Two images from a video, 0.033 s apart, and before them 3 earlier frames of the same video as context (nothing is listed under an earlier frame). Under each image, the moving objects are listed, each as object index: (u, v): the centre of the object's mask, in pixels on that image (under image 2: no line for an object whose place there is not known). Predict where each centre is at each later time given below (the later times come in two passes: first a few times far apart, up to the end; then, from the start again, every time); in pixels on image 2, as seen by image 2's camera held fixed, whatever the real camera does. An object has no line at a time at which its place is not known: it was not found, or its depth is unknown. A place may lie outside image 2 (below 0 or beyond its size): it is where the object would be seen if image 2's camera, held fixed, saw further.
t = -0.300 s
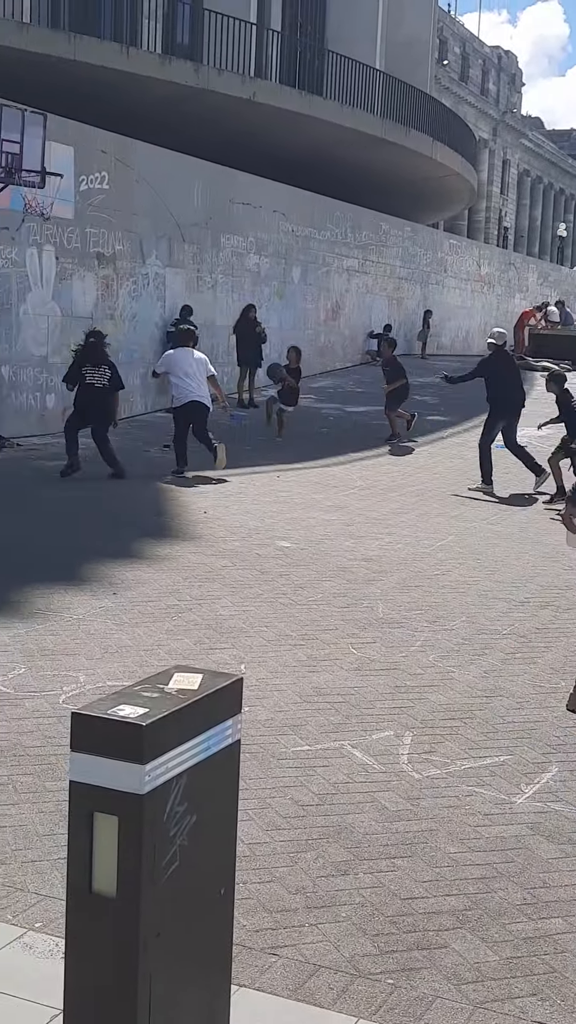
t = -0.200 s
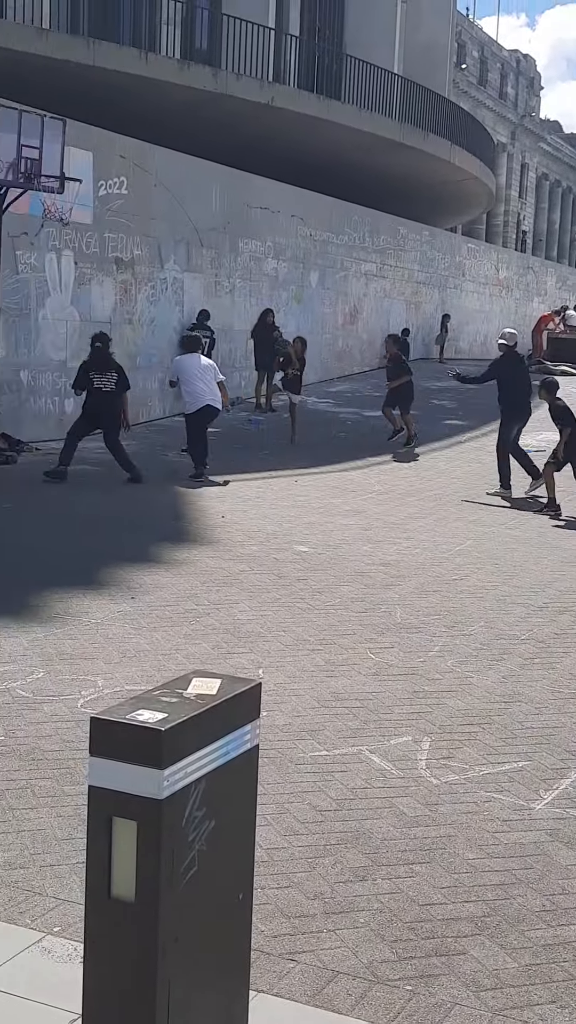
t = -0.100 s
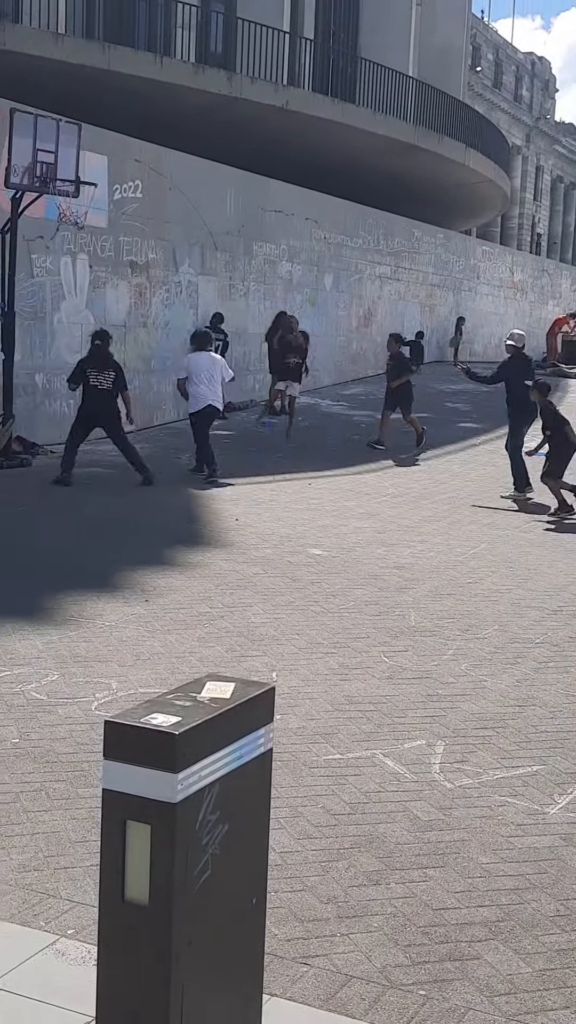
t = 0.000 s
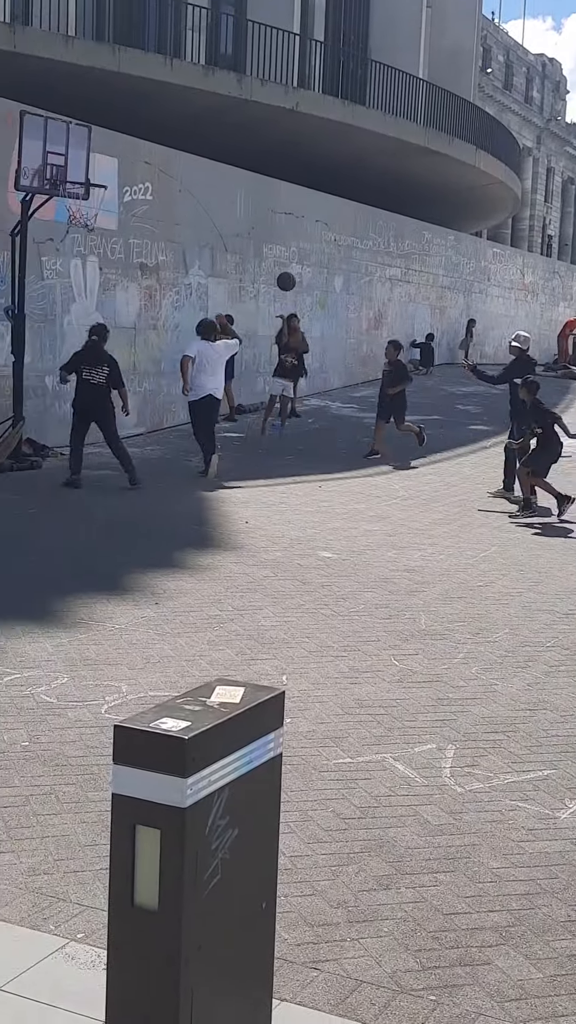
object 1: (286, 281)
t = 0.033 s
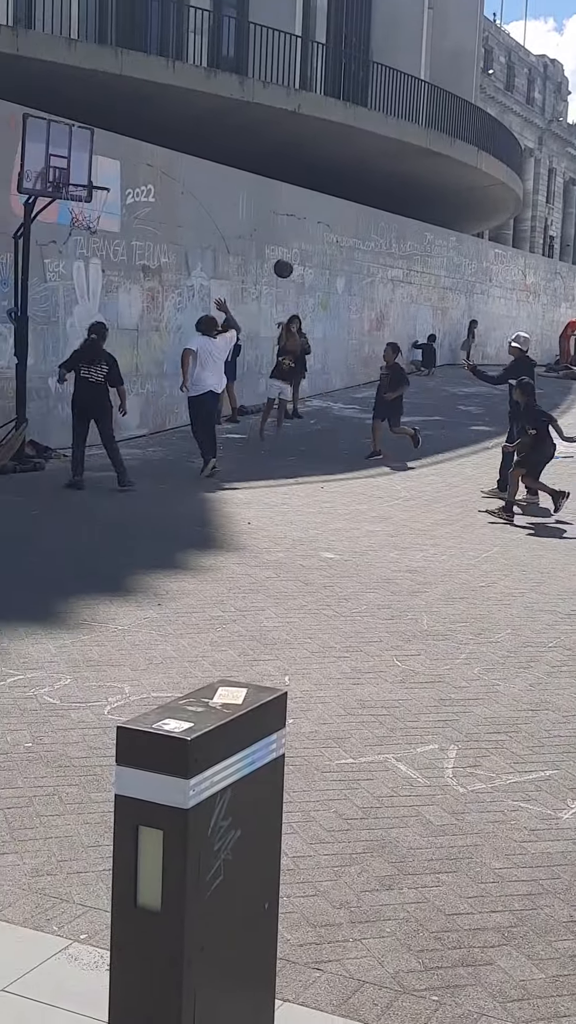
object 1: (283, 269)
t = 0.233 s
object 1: (251, 196)
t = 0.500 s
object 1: (204, 145)
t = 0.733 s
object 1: (153, 150)
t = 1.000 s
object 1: (136, 206)
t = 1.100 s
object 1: (159, 235)
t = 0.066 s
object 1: (278, 255)
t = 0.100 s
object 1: (273, 241)
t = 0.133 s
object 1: (267, 229)
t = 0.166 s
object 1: (262, 218)
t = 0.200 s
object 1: (257, 207)
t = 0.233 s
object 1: (251, 196)
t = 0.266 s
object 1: (245, 187)
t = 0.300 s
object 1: (239, 178)
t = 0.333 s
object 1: (234, 170)
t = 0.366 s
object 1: (228, 163)
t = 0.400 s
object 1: (222, 158)
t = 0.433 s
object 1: (215, 152)
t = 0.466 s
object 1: (210, 147)
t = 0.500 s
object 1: (204, 145)
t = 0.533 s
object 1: (198, 142)
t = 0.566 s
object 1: (191, 140)
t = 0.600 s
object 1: (185, 139)
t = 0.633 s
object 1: (176, 141)
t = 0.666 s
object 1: (167, 143)
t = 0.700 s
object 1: (160, 146)
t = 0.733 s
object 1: (153, 150)
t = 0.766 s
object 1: (145, 155)
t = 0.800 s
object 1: (137, 161)
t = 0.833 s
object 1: (130, 168)
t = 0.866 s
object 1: (122, 176)
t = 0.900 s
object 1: (114, 186)
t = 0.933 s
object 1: (121, 192)
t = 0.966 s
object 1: (128, 199)
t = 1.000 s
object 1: (136, 206)
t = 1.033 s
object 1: (144, 215)
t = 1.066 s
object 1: (151, 225)
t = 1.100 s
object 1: (159, 235)
